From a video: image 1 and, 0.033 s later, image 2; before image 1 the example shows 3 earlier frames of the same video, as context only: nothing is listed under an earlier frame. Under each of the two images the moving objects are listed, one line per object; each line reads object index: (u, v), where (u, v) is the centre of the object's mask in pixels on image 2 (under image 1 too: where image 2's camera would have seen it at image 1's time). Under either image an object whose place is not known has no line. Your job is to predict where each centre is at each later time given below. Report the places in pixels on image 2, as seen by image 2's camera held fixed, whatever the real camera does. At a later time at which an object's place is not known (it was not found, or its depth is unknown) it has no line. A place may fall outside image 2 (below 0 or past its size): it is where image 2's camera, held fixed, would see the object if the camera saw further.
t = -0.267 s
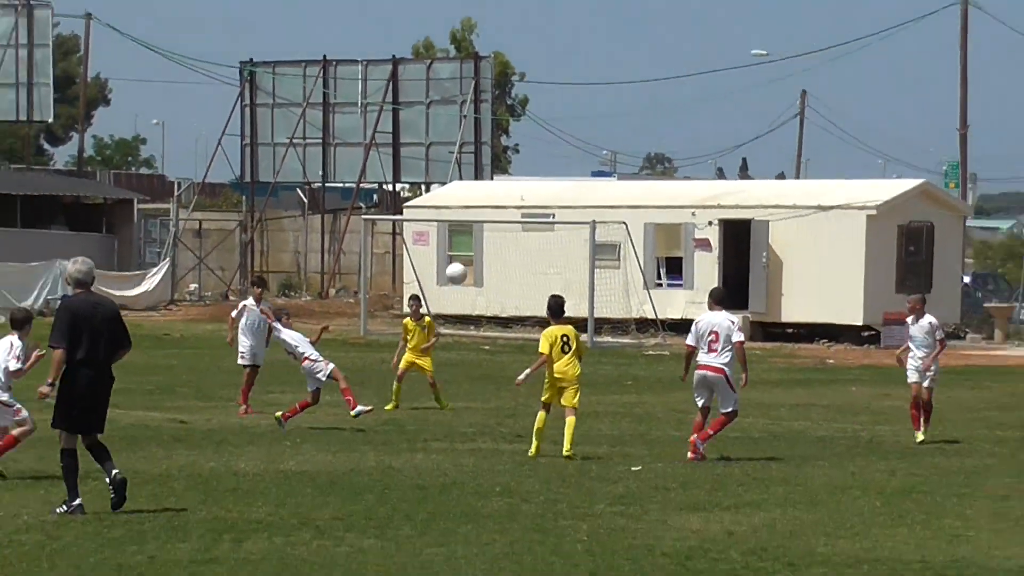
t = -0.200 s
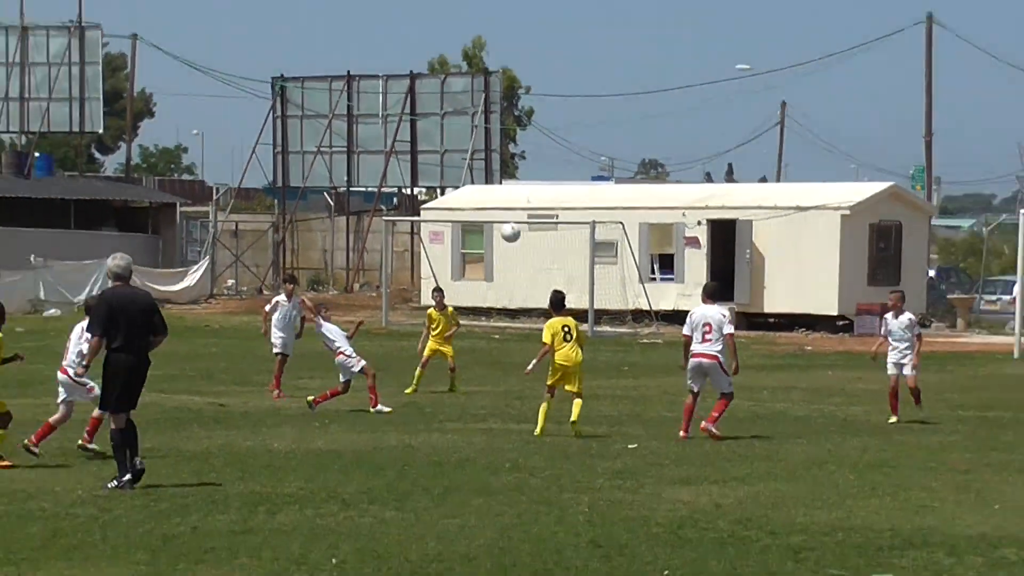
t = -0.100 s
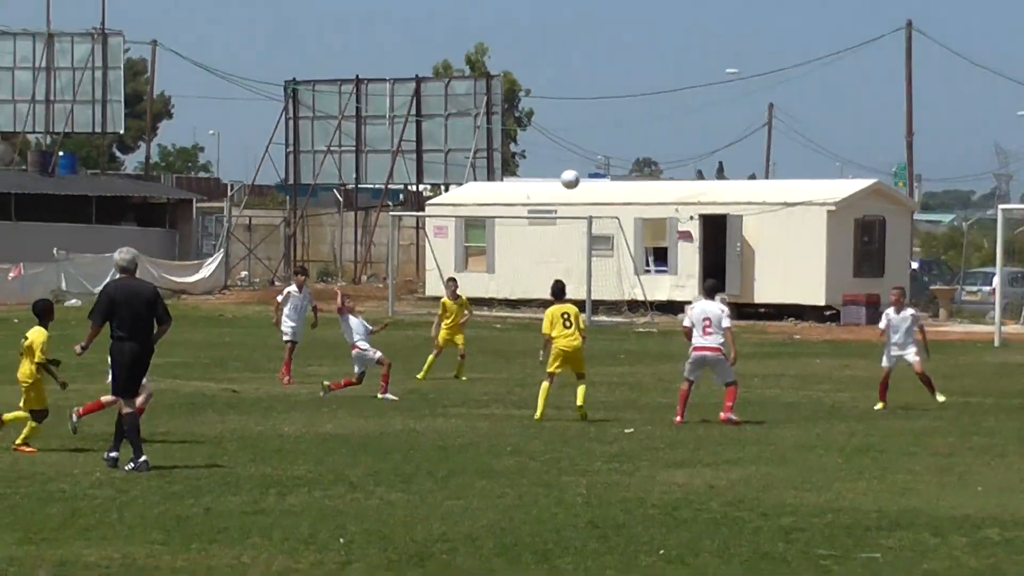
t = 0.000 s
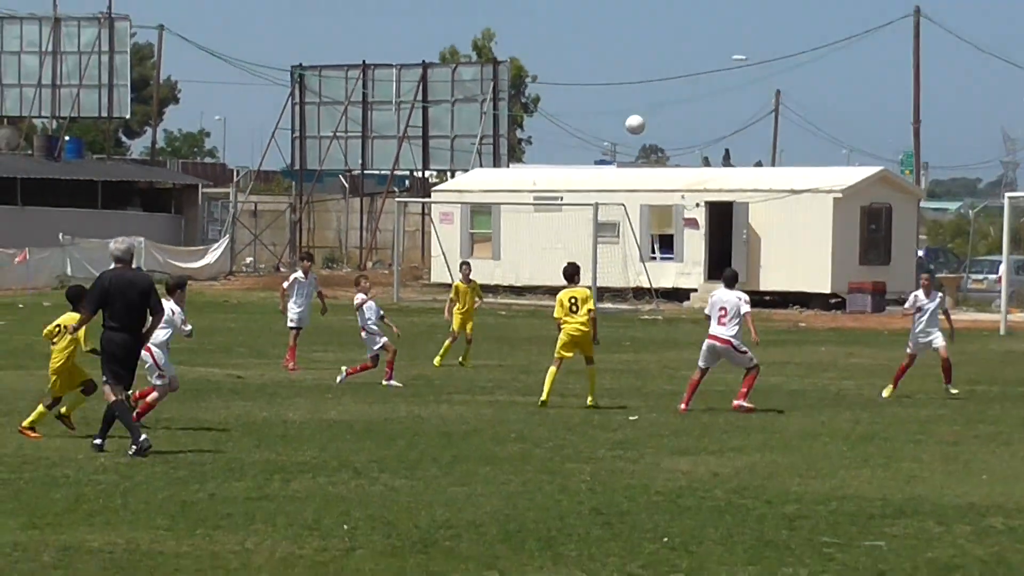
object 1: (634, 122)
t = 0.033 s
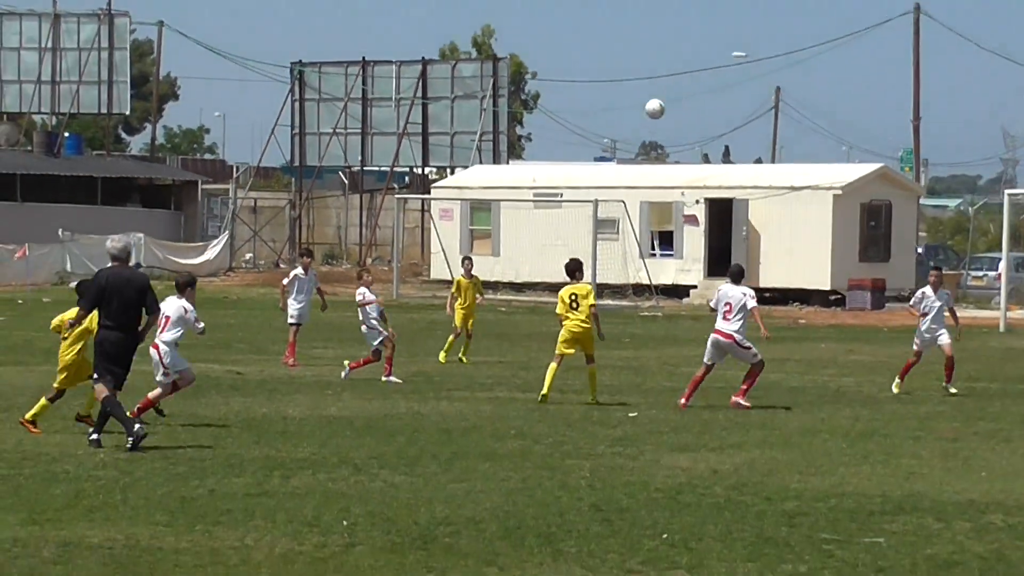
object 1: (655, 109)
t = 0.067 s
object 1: (674, 99)
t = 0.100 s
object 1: (692, 89)
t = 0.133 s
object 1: (710, 81)
